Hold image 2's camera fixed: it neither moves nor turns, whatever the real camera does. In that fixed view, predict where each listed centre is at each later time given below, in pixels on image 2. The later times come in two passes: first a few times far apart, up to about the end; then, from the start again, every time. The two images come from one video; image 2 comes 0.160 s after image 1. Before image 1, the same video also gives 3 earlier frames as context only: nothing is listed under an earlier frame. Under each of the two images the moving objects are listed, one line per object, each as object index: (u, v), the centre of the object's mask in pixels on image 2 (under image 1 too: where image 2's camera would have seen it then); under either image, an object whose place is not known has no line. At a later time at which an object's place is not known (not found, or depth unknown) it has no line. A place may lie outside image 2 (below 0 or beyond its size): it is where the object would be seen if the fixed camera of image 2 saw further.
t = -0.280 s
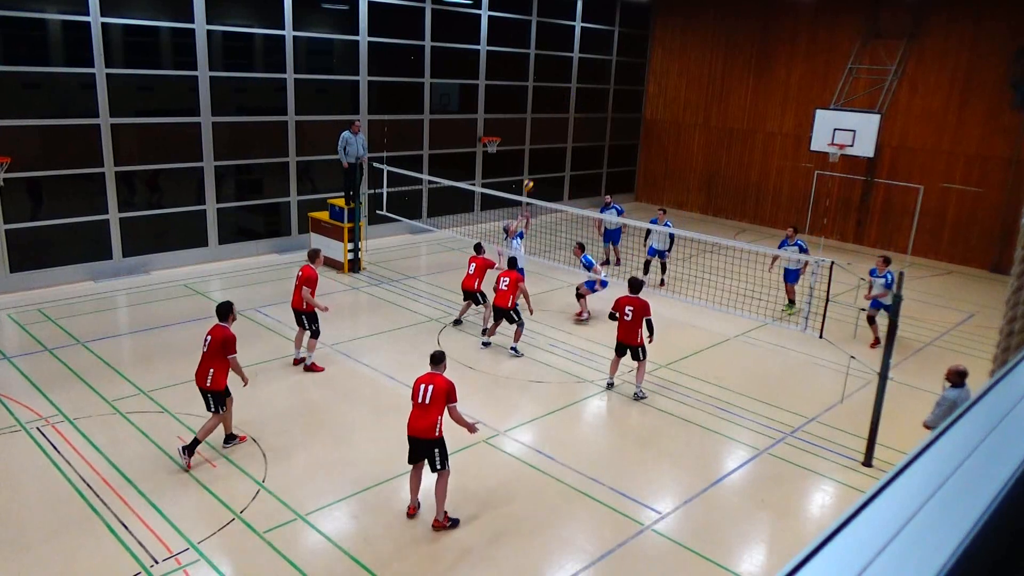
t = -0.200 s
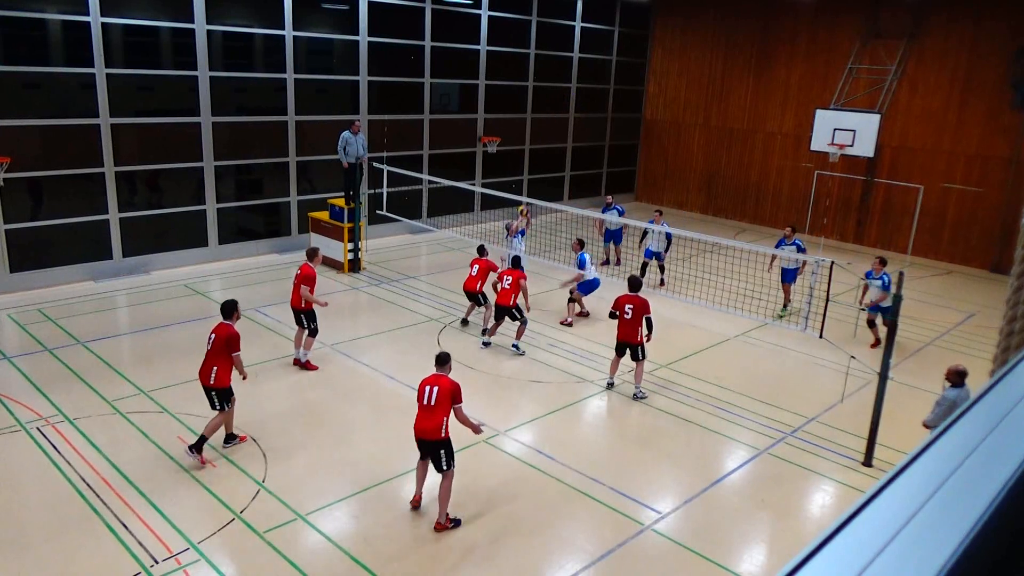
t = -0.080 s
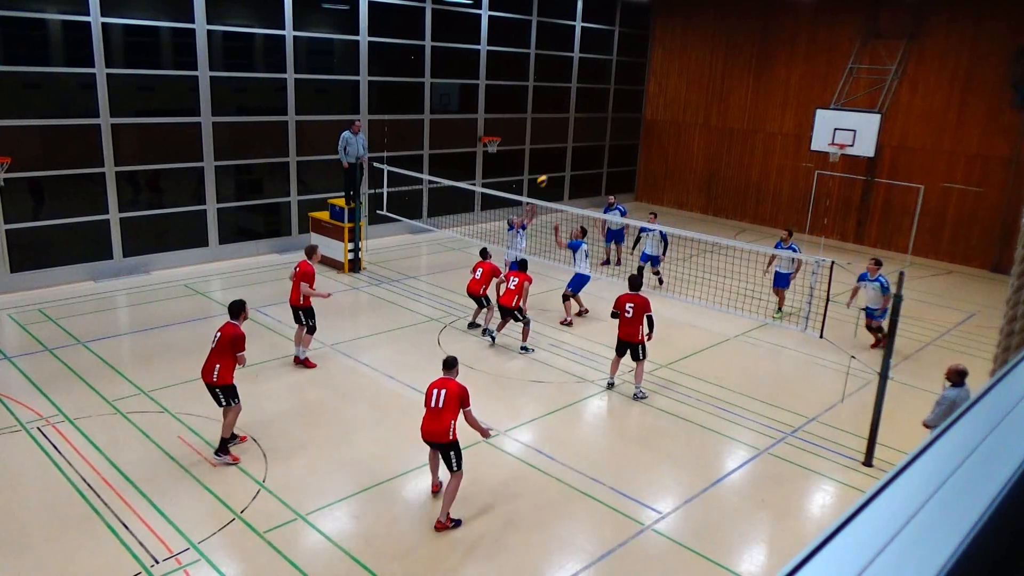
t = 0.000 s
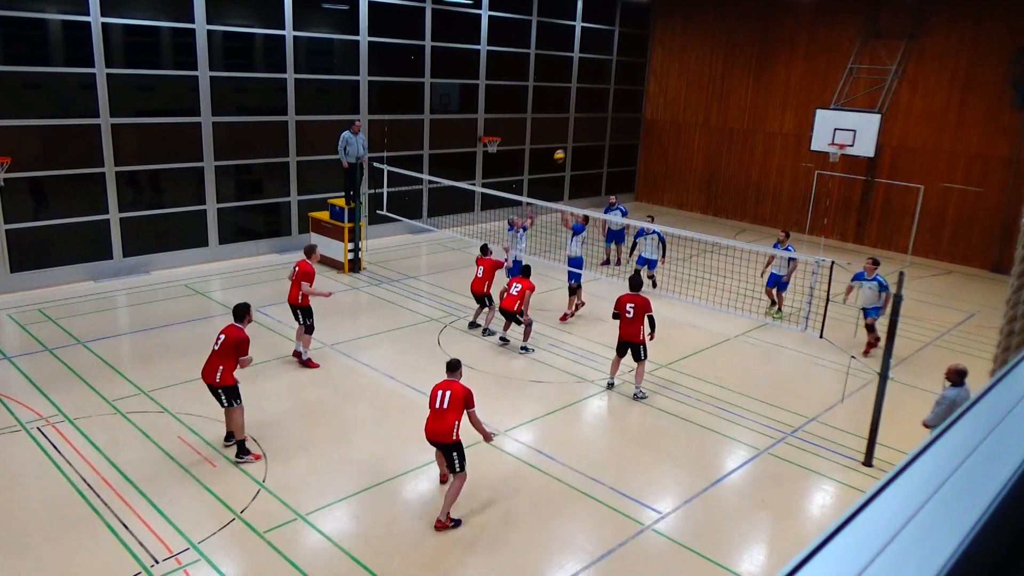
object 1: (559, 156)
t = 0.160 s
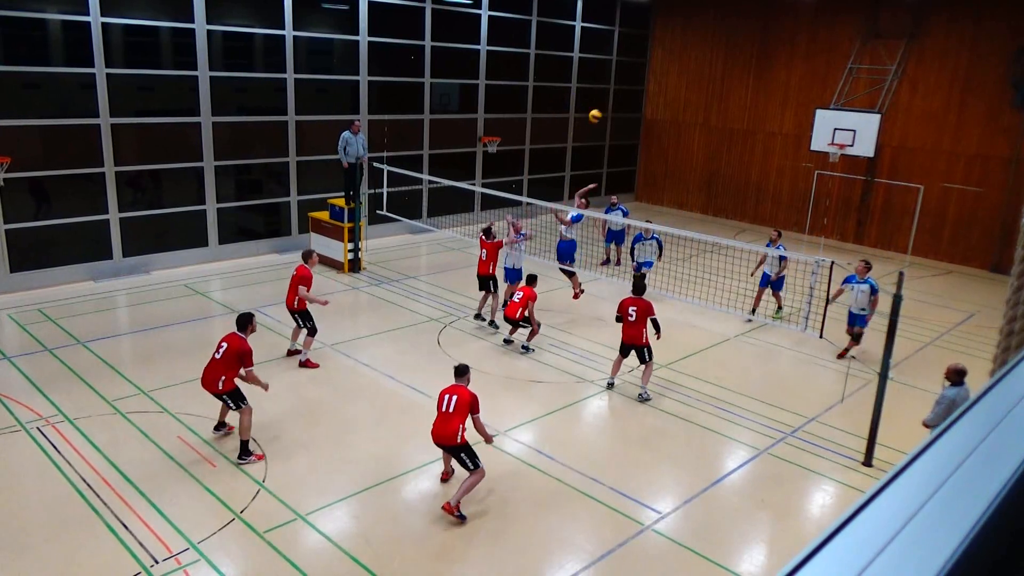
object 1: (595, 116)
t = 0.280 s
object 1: (622, 94)
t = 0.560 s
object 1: (689, 77)
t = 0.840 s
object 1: (757, 117)
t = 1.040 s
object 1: (804, 182)
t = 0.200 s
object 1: (604, 108)
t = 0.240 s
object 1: (613, 101)
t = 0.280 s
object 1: (622, 94)
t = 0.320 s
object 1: (632, 89)
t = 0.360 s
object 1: (641, 84)
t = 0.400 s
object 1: (651, 81)
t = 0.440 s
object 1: (661, 78)
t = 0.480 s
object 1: (670, 77)
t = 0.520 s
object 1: (680, 77)
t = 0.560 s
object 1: (689, 77)
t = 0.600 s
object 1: (699, 79)
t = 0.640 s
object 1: (708, 82)
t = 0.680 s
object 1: (718, 86)
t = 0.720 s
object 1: (728, 92)
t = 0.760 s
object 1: (738, 99)
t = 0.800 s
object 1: (747, 108)
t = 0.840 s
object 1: (757, 117)
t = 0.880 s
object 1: (767, 128)
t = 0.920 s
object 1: (776, 138)
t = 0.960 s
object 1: (786, 152)
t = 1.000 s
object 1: (795, 166)
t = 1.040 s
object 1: (804, 182)
